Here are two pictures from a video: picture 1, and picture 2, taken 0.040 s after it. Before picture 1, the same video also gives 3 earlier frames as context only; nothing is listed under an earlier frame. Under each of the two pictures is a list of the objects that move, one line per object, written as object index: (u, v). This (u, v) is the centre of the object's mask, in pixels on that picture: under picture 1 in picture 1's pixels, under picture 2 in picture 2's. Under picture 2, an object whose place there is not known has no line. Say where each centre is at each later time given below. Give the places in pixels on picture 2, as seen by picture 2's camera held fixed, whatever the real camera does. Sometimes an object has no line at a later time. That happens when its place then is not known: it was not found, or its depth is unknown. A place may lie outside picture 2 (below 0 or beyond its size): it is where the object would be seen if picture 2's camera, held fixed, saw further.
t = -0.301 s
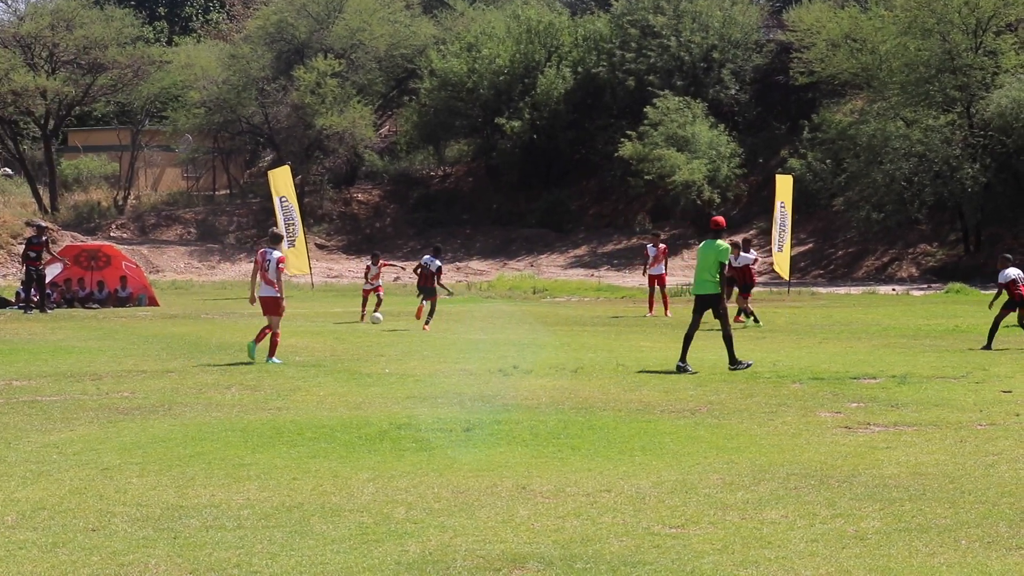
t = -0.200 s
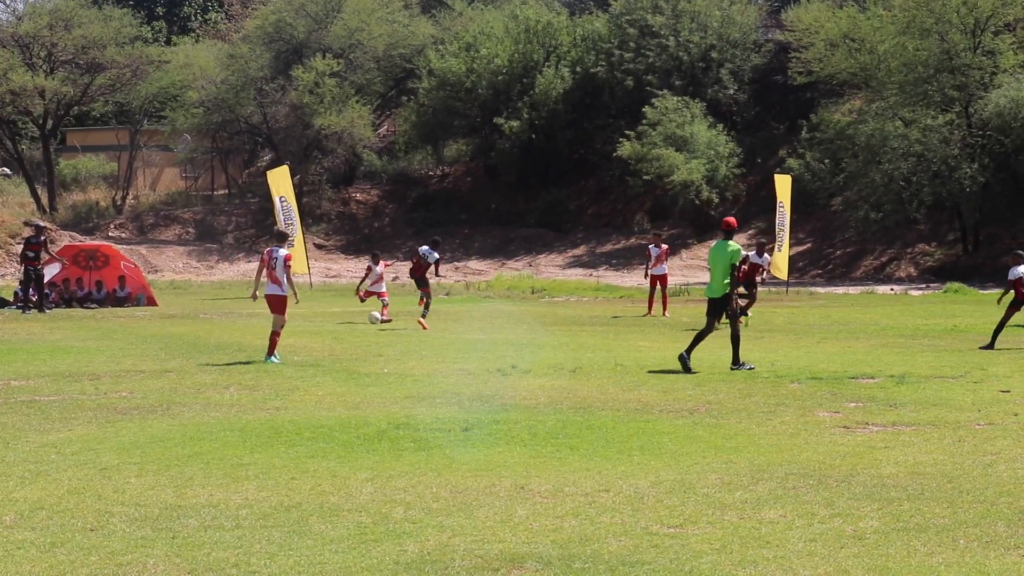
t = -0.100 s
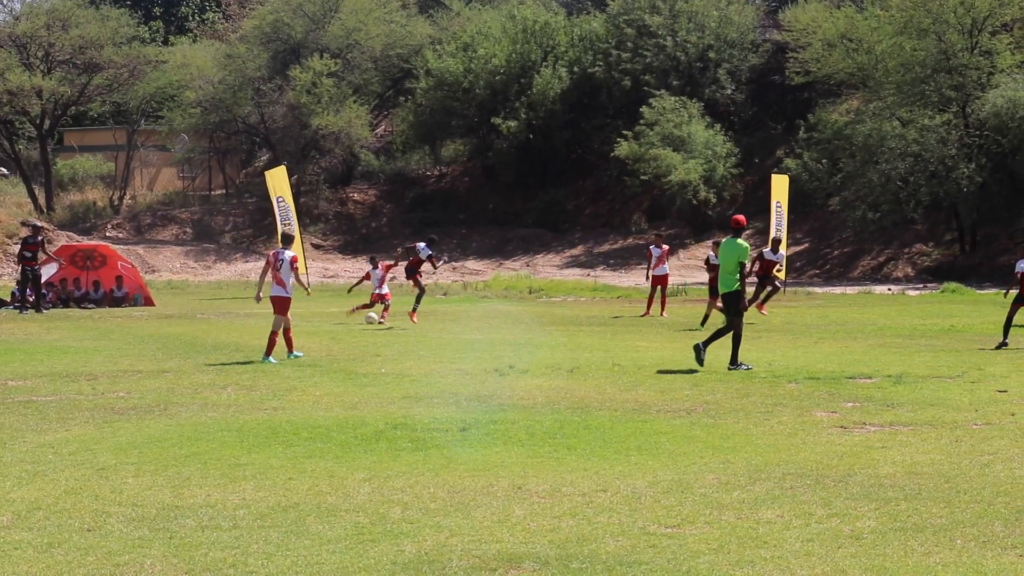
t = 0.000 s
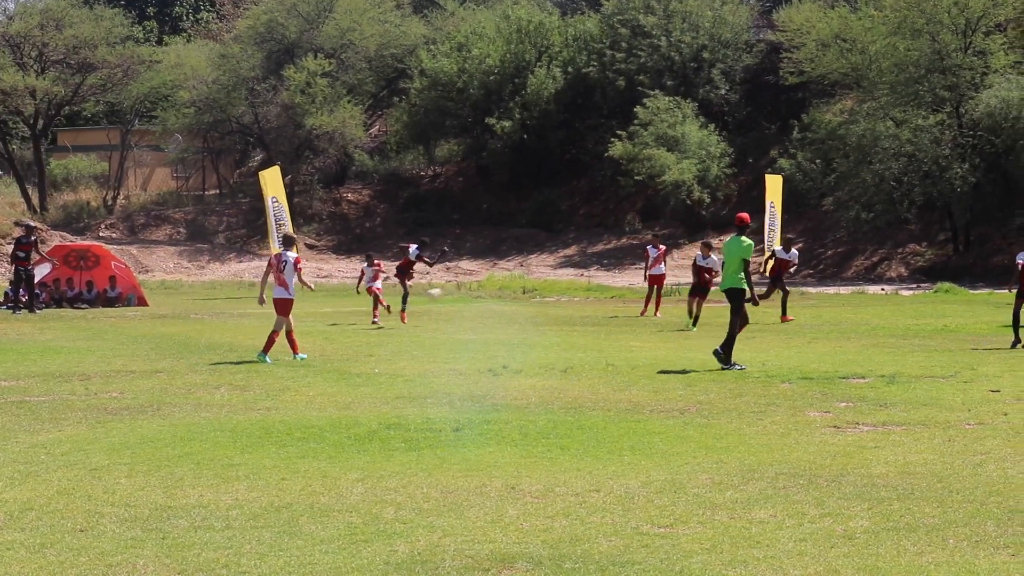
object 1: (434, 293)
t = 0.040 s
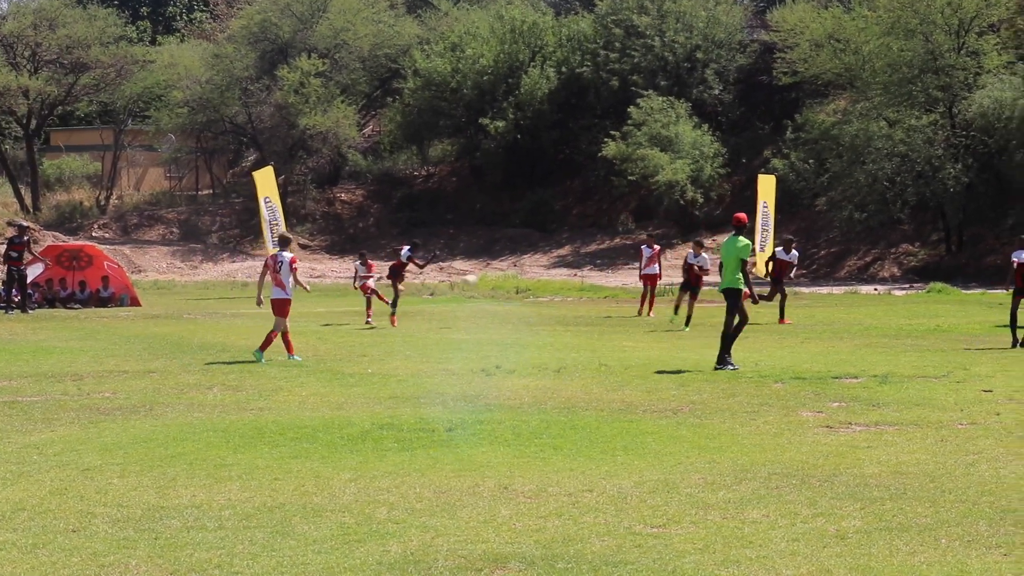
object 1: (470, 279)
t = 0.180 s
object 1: (614, 238)
